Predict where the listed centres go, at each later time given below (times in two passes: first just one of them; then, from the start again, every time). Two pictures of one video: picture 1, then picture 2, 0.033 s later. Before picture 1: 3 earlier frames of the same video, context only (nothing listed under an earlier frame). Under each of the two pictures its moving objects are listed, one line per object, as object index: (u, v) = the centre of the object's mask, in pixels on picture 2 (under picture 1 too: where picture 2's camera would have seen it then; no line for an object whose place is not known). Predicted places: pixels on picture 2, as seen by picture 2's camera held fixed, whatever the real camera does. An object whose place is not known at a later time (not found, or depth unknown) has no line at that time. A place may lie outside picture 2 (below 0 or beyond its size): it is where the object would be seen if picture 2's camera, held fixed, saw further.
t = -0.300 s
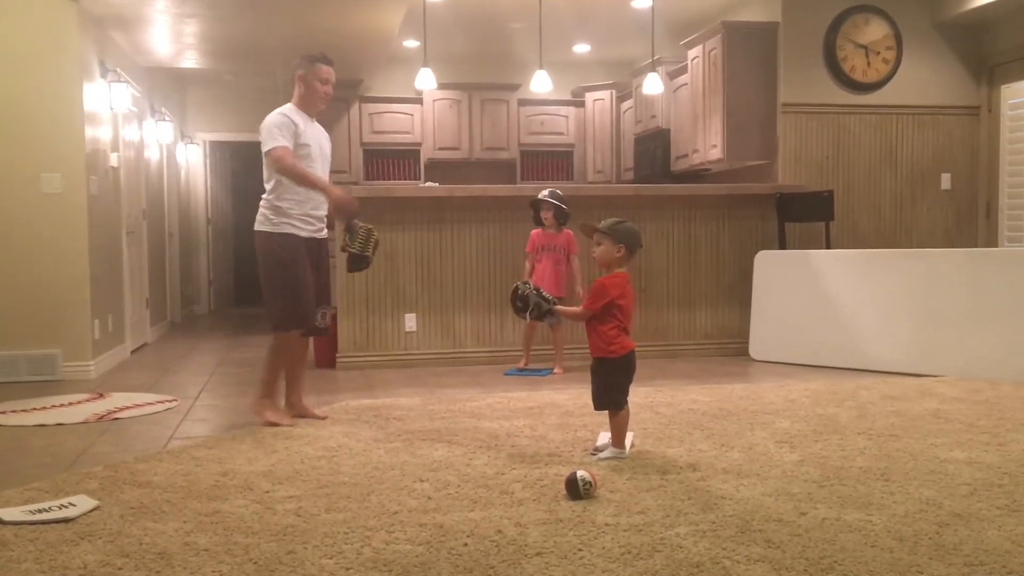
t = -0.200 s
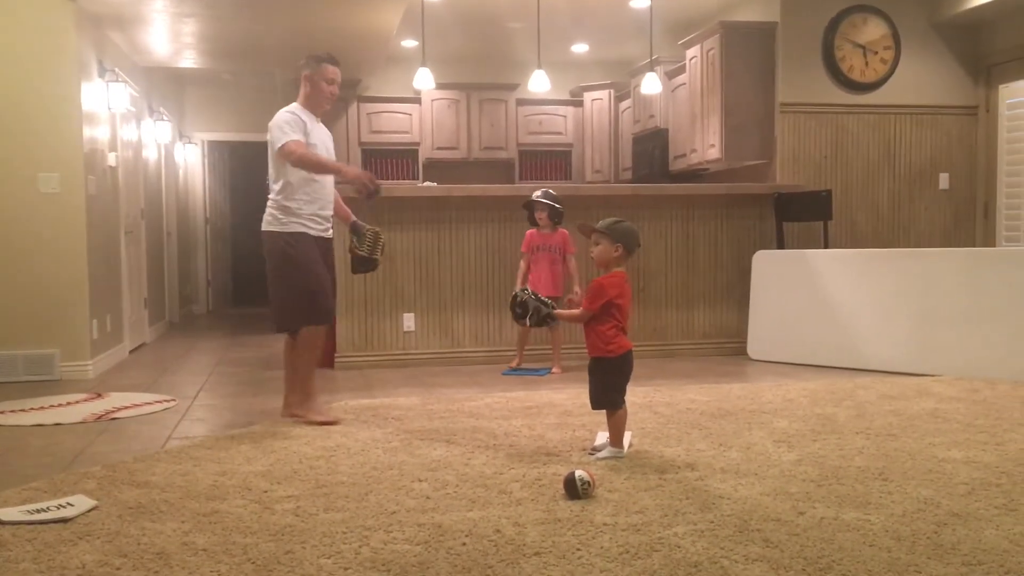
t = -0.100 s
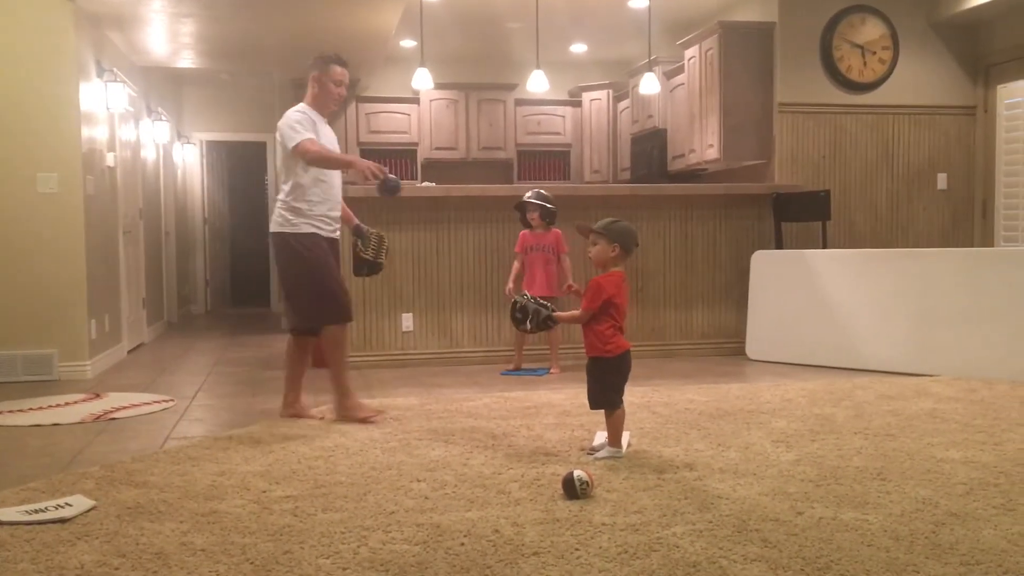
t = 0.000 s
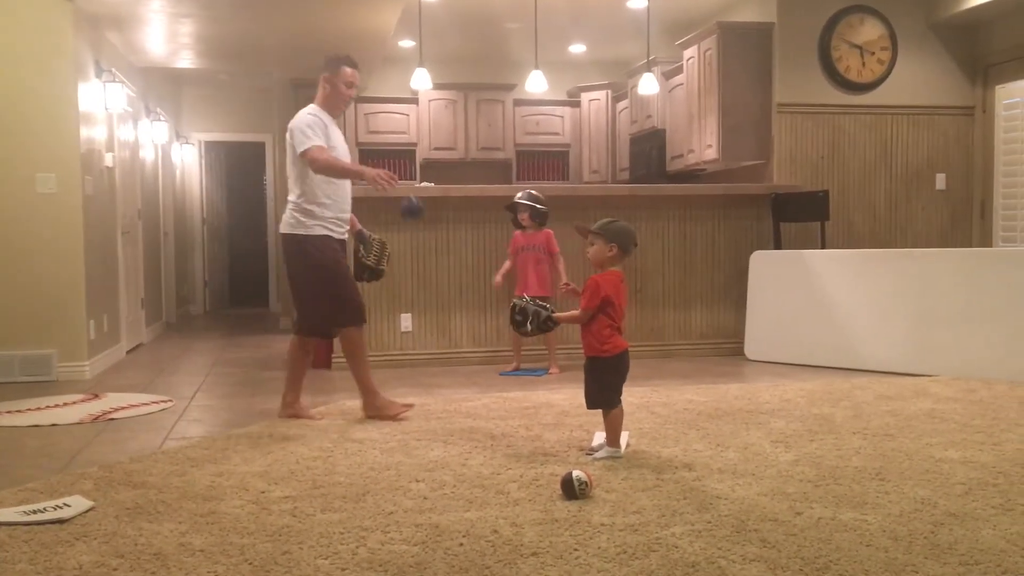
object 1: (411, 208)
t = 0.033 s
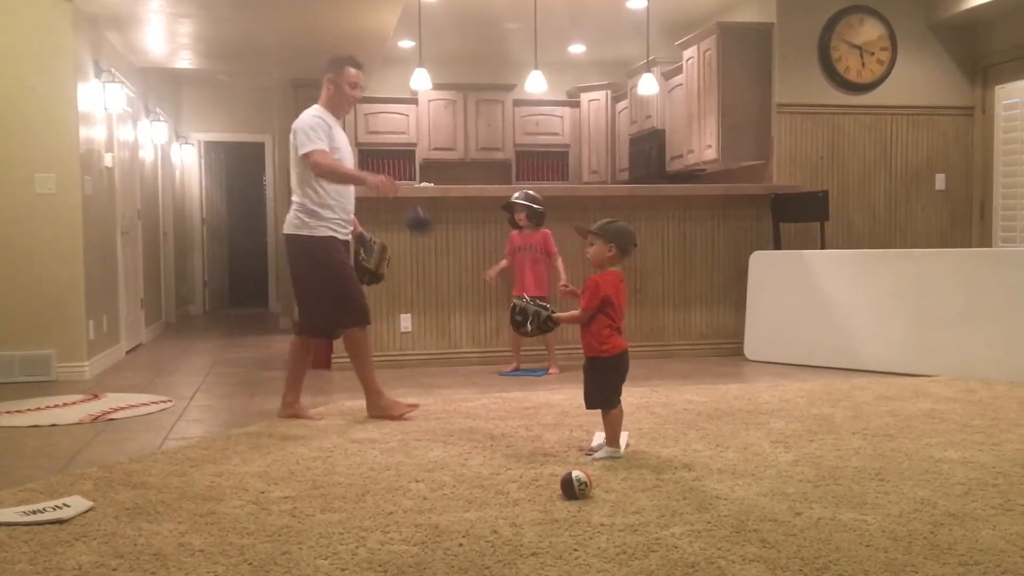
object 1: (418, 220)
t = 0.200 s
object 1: (457, 325)
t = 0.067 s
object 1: (426, 237)
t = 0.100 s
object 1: (434, 255)
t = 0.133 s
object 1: (442, 275)
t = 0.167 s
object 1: (449, 298)
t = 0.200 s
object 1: (457, 325)
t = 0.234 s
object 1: (466, 354)
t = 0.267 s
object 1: (474, 384)
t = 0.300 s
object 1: (482, 418)
